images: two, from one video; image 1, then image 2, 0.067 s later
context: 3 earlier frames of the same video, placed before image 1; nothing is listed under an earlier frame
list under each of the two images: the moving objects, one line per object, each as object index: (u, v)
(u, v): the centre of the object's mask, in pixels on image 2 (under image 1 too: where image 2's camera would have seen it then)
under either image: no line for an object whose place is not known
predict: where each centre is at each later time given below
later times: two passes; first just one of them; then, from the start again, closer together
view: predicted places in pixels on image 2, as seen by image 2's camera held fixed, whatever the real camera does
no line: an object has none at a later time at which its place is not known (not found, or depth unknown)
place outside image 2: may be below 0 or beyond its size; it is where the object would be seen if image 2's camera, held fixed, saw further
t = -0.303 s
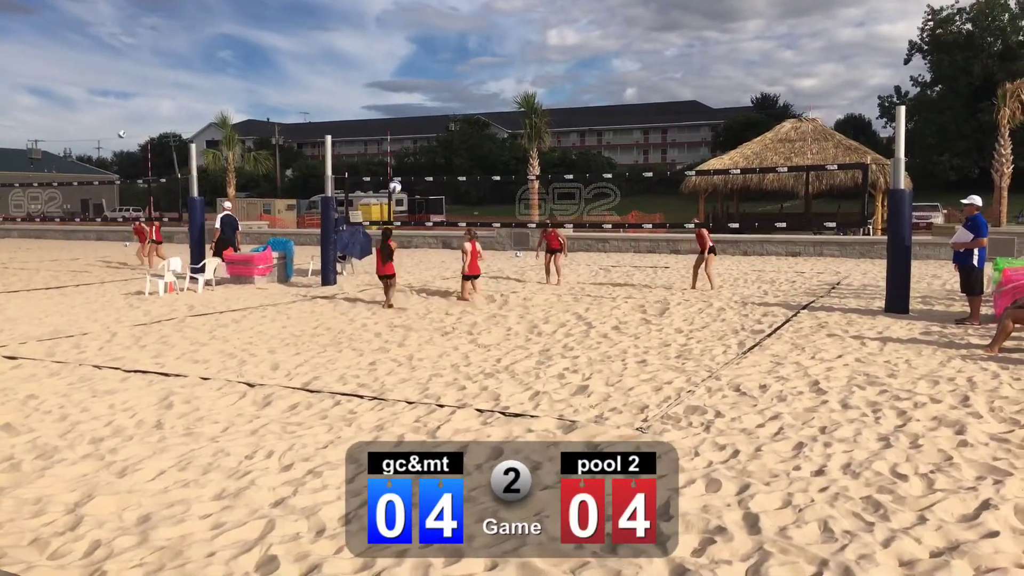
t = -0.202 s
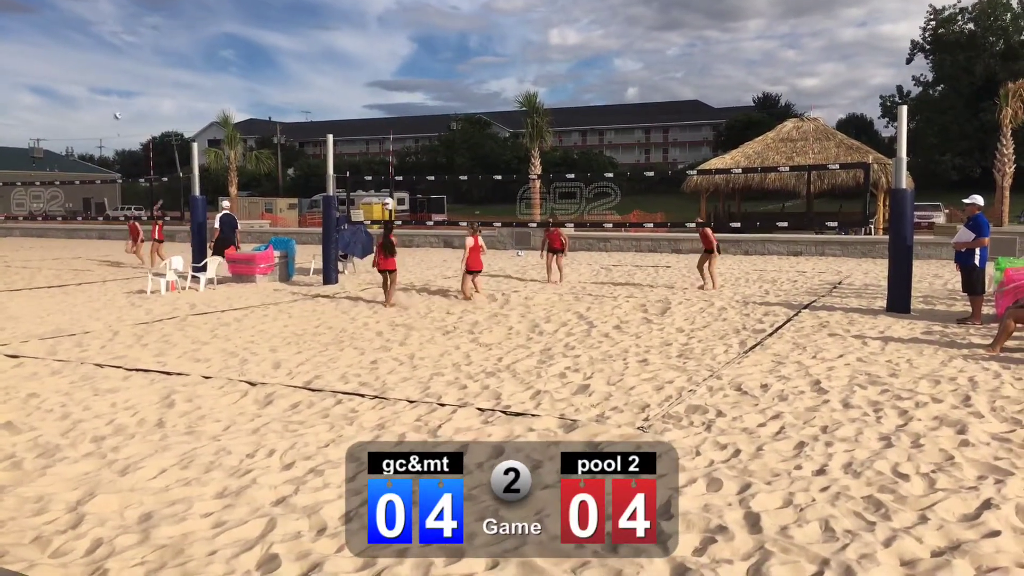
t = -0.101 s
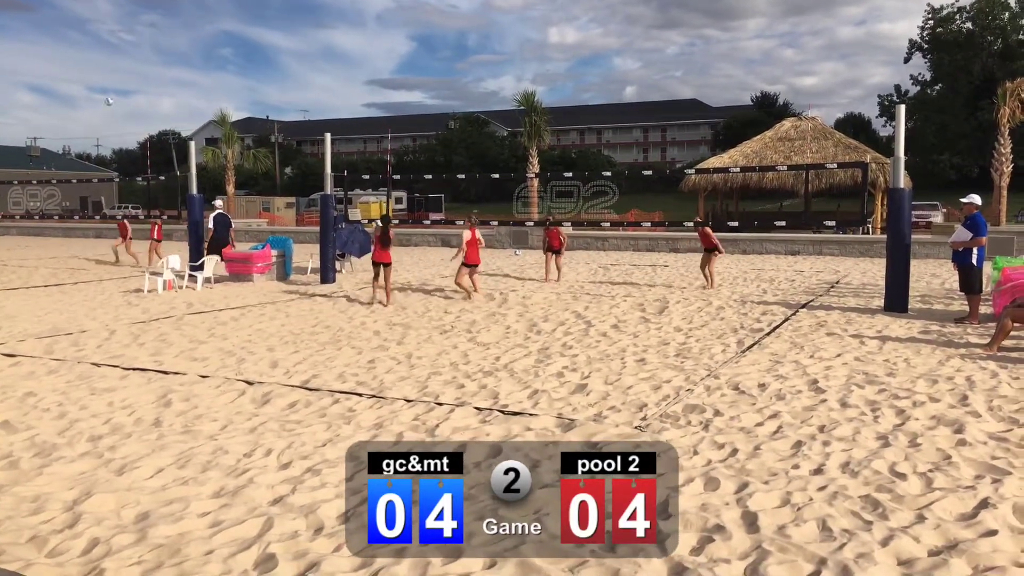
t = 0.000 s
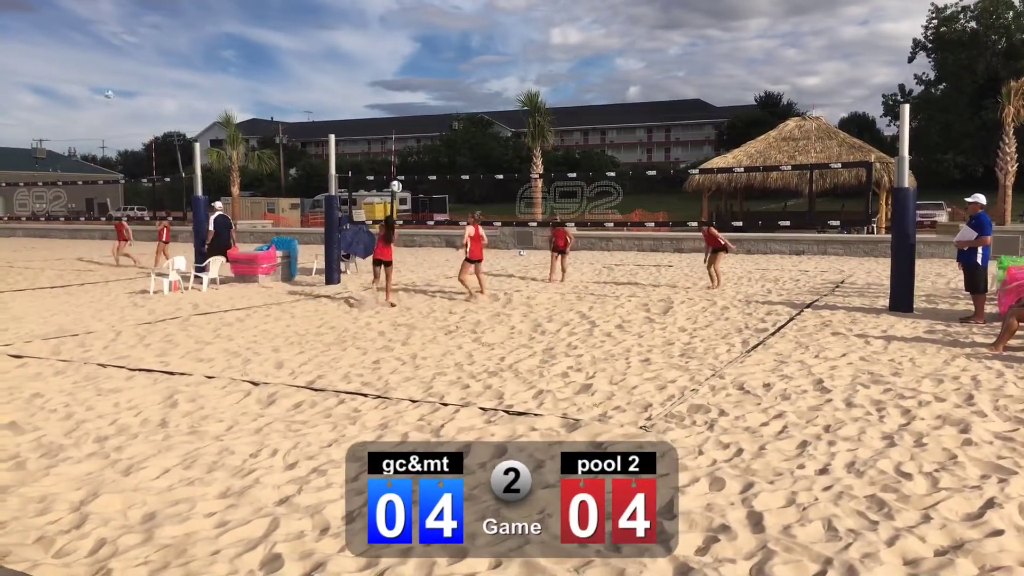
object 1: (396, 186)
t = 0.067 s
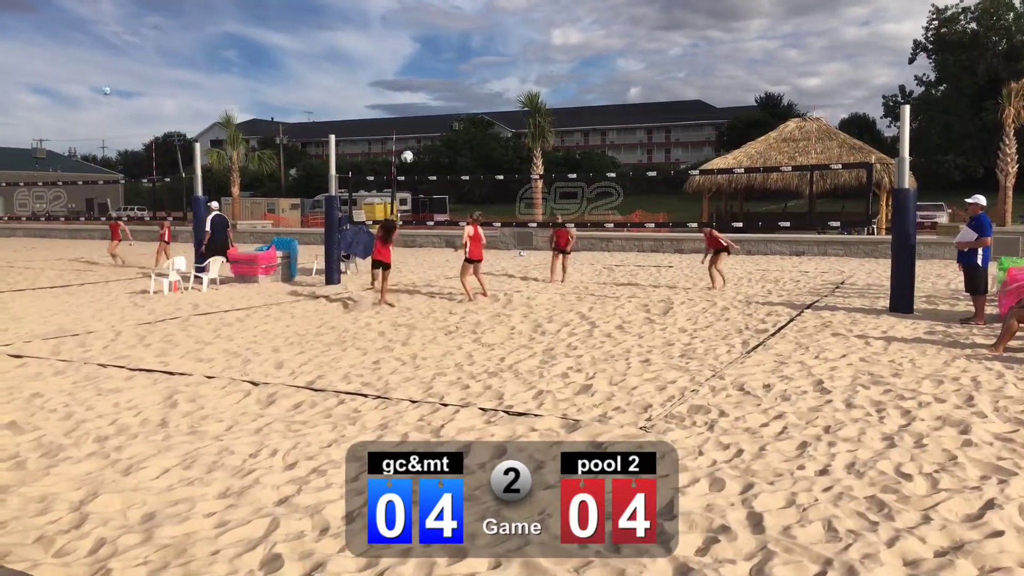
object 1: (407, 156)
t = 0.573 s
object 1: (483, 30)
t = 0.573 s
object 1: (483, 30)
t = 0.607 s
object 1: (488, 27)
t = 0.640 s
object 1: (493, 25)
